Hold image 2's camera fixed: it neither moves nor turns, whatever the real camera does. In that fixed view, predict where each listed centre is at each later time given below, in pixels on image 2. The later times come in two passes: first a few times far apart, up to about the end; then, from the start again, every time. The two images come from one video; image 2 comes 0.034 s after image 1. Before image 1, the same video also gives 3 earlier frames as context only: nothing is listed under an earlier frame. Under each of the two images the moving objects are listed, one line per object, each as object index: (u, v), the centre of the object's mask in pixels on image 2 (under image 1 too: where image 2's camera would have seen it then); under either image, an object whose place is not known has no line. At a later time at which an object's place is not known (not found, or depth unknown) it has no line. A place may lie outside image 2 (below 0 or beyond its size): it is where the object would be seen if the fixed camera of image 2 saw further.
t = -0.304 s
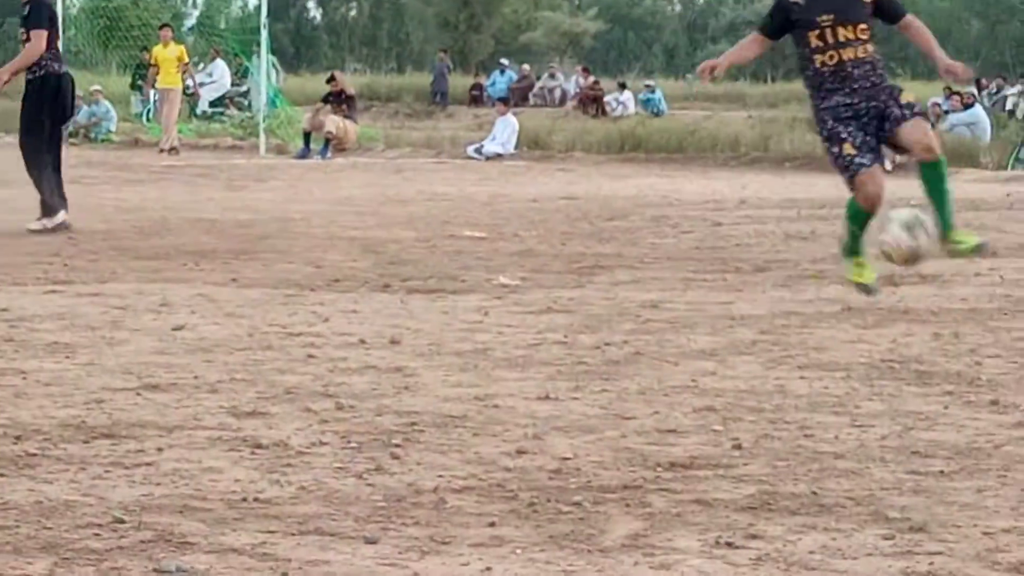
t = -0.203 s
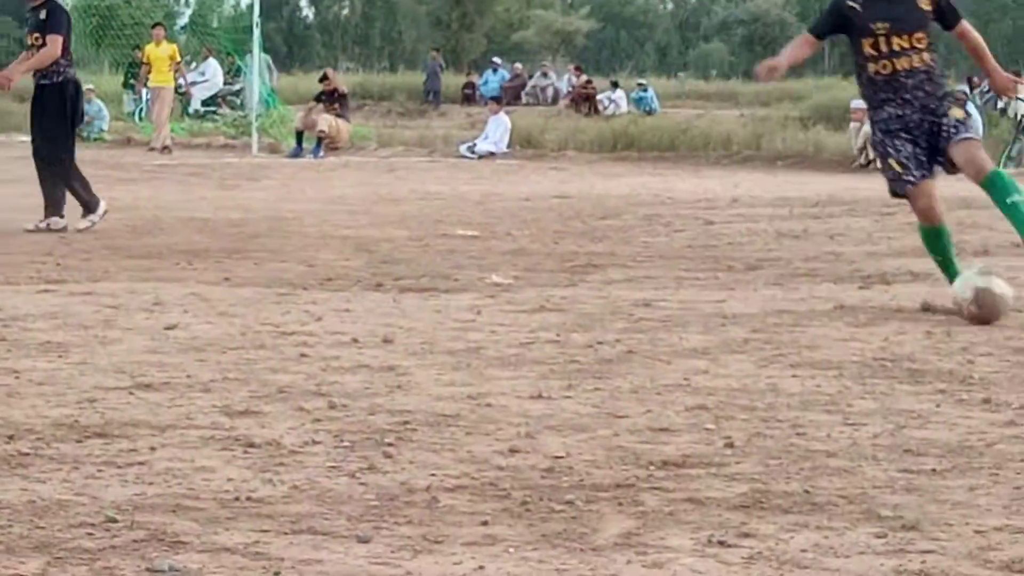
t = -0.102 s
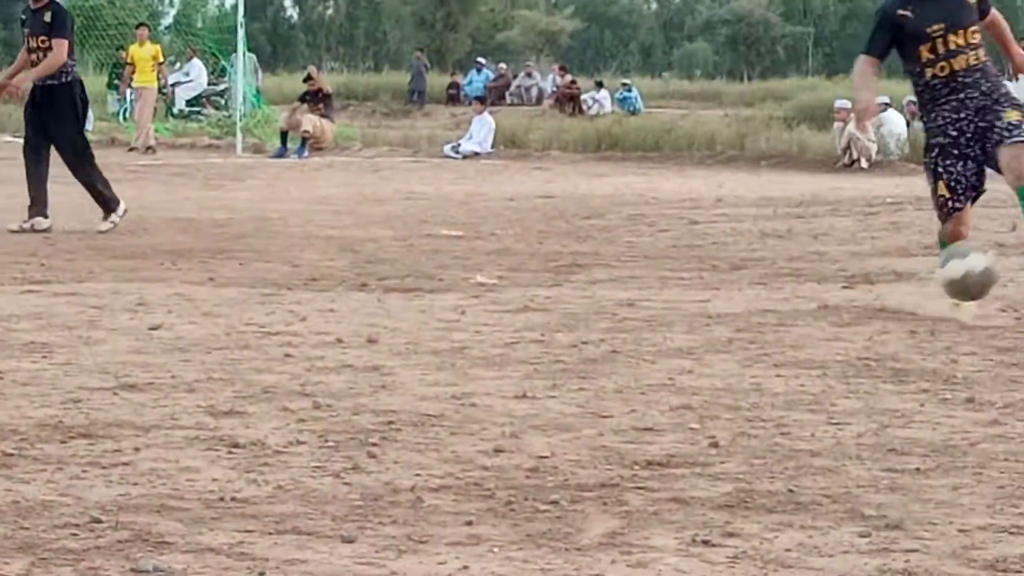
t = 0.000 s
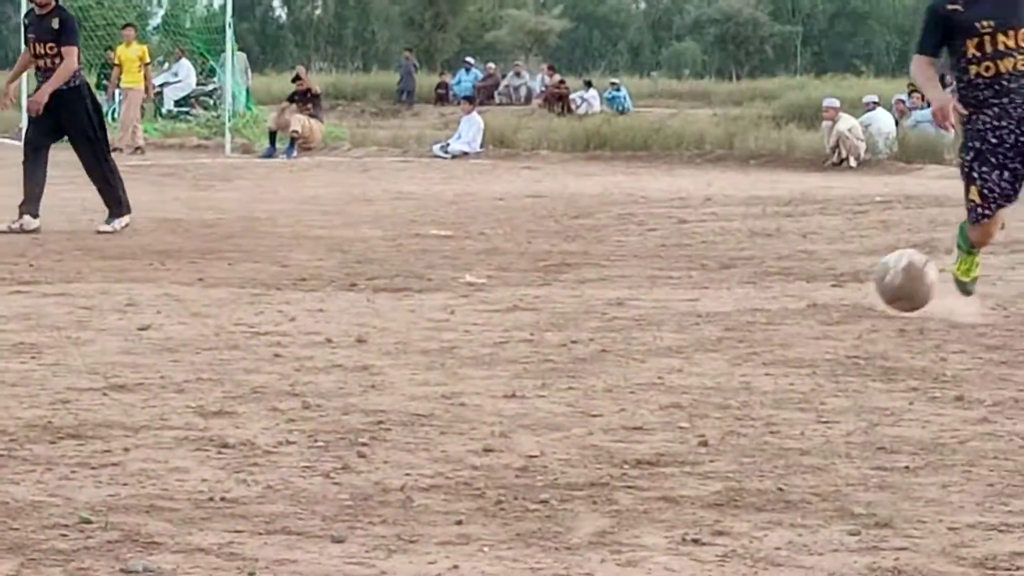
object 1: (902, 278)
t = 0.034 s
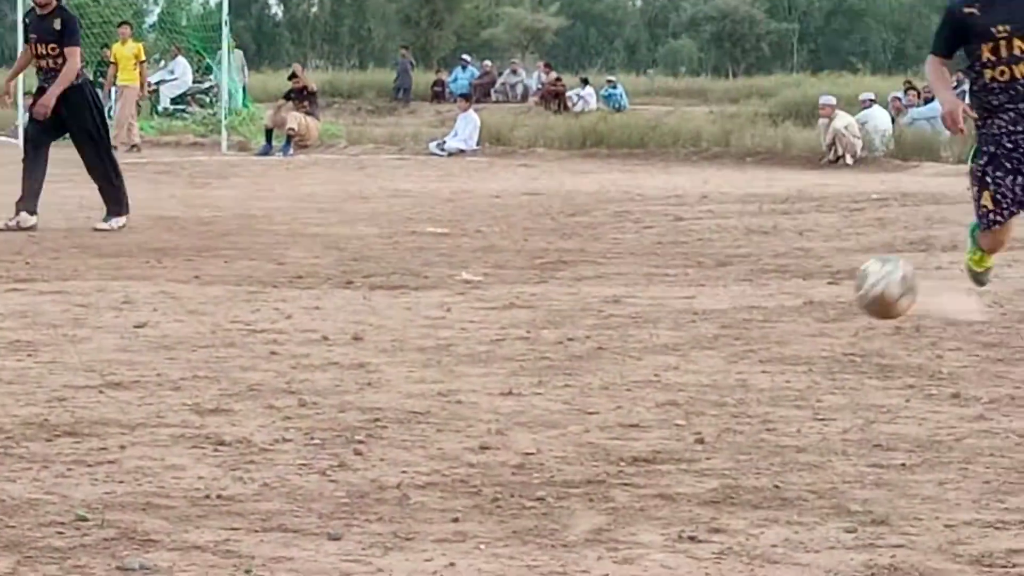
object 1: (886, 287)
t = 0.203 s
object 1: (847, 290)
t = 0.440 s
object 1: (809, 303)
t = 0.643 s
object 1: (768, 333)
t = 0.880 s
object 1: (699, 353)
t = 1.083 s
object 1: (626, 371)
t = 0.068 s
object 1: (869, 301)
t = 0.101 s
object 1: (859, 303)
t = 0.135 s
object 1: (855, 294)
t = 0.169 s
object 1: (851, 291)
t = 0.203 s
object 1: (847, 290)
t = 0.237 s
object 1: (841, 292)
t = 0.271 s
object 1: (837, 297)
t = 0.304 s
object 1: (833, 306)
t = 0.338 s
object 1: (826, 316)
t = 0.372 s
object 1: (821, 314)
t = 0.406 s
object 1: (814, 307)
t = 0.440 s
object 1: (809, 303)
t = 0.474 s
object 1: (802, 302)
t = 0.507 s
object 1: (797, 305)
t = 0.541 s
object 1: (791, 312)
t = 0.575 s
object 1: (783, 322)
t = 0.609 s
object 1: (776, 337)
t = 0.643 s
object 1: (768, 333)
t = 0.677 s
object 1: (758, 328)
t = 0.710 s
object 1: (748, 325)
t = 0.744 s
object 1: (739, 326)
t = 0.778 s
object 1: (730, 331)
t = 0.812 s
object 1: (720, 339)
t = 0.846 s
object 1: (710, 352)
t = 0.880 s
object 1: (699, 353)
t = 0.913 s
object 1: (688, 347)
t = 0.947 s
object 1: (675, 343)
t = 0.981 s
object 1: (663, 344)
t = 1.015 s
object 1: (652, 349)
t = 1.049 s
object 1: (640, 359)
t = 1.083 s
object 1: (626, 371)
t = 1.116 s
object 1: (613, 377)
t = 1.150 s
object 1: (600, 376)
